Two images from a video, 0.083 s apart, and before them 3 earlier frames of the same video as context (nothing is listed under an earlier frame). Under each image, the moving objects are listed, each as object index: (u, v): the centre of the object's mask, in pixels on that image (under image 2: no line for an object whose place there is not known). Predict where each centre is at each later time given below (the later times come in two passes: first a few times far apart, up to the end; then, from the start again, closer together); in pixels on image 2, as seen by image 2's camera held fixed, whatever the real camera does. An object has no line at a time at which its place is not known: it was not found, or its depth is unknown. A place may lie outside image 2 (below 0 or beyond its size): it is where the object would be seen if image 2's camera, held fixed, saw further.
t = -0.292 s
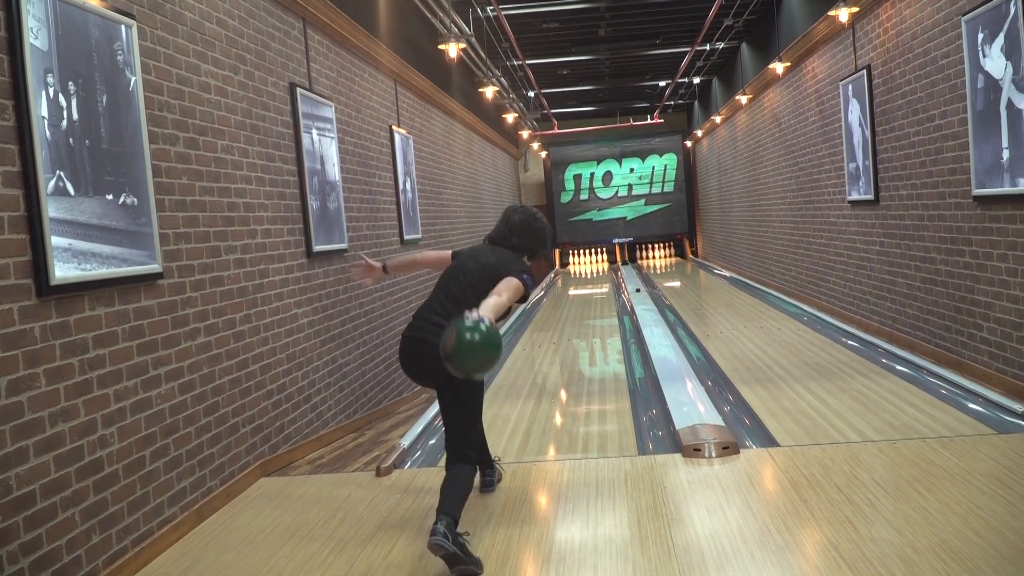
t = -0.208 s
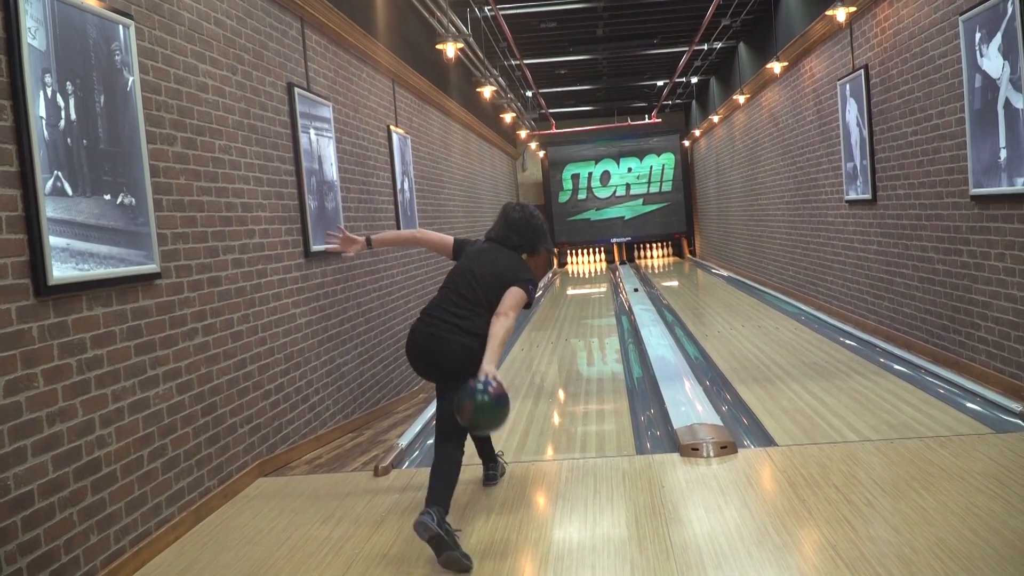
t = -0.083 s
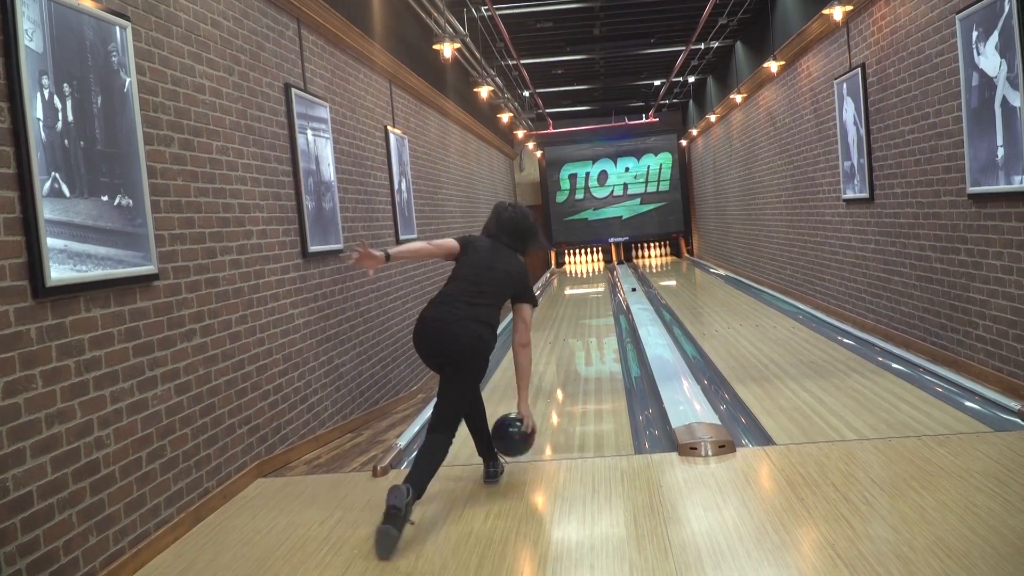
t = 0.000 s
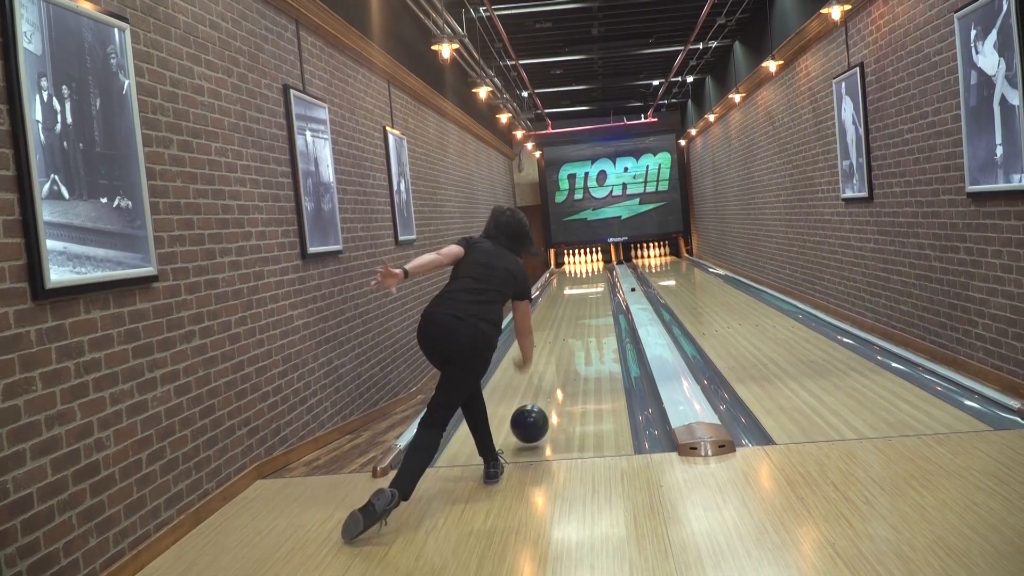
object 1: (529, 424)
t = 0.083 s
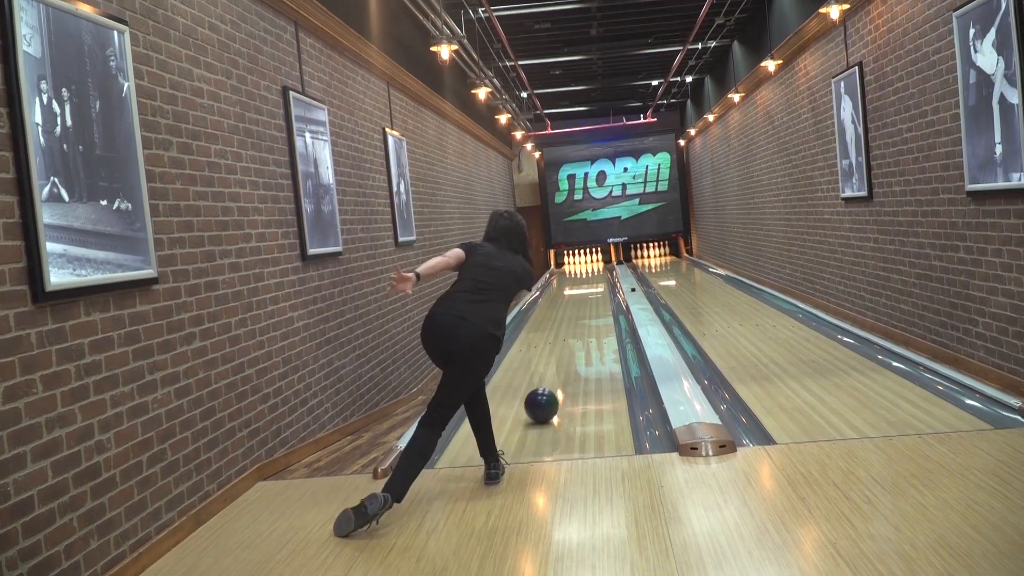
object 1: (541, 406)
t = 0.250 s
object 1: (557, 371)
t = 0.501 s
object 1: (572, 338)
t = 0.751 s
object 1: (581, 316)
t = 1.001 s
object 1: (587, 301)
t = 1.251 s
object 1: (591, 289)
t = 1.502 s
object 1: (594, 281)
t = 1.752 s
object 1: (596, 275)
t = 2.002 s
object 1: (595, 269)
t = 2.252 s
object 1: (593, 265)
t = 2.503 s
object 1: (589, 263)
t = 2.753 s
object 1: (586, 260)
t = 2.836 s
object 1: (584, 260)
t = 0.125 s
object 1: (545, 398)
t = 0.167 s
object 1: (550, 387)
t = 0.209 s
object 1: (553, 380)
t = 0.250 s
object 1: (557, 371)
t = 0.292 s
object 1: (559, 366)
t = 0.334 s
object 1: (563, 359)
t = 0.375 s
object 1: (565, 354)
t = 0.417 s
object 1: (568, 348)
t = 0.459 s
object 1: (569, 344)
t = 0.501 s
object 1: (572, 338)
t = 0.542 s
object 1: (573, 335)
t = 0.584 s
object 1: (575, 332)
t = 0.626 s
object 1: (580, 324)
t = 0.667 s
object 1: (578, 323)
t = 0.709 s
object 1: (579, 320)
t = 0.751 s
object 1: (581, 316)
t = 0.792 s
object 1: (582, 314)
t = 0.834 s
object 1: (583, 311)
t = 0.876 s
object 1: (584, 309)
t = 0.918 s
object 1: (585, 306)
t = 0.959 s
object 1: (586, 304)
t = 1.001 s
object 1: (587, 301)
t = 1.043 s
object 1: (588, 300)
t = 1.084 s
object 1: (589, 297)
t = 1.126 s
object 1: (589, 296)
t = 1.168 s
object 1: (590, 293)
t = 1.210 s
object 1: (590, 292)
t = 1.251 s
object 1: (591, 289)
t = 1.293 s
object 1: (591, 288)
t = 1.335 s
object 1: (592, 287)
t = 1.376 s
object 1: (593, 285)
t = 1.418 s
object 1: (593, 283)
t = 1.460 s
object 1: (593, 283)
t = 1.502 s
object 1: (594, 281)
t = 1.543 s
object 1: (594, 280)
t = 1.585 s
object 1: (595, 278)
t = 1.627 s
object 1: (595, 281)
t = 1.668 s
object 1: (595, 277)
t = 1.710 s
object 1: (595, 276)
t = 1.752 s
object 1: (596, 275)
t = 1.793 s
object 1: (596, 274)
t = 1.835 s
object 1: (596, 273)
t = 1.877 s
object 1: (596, 272)
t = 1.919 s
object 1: (595, 271)
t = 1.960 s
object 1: (595, 271)
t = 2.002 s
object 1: (595, 269)
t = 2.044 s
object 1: (595, 269)
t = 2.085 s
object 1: (595, 268)
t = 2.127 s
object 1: (595, 267)
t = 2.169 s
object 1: (595, 266)
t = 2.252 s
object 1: (593, 265)
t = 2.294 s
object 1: (593, 265)
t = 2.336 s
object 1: (593, 264)
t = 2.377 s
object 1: (592, 264)
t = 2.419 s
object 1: (591, 263)
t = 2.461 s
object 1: (590, 263)
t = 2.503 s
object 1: (589, 263)
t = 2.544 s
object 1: (588, 262)
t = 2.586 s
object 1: (588, 262)
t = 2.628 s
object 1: (587, 261)
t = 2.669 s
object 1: (585, 261)
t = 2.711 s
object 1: (585, 261)
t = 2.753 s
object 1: (586, 260)
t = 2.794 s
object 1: (585, 260)
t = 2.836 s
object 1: (584, 260)
